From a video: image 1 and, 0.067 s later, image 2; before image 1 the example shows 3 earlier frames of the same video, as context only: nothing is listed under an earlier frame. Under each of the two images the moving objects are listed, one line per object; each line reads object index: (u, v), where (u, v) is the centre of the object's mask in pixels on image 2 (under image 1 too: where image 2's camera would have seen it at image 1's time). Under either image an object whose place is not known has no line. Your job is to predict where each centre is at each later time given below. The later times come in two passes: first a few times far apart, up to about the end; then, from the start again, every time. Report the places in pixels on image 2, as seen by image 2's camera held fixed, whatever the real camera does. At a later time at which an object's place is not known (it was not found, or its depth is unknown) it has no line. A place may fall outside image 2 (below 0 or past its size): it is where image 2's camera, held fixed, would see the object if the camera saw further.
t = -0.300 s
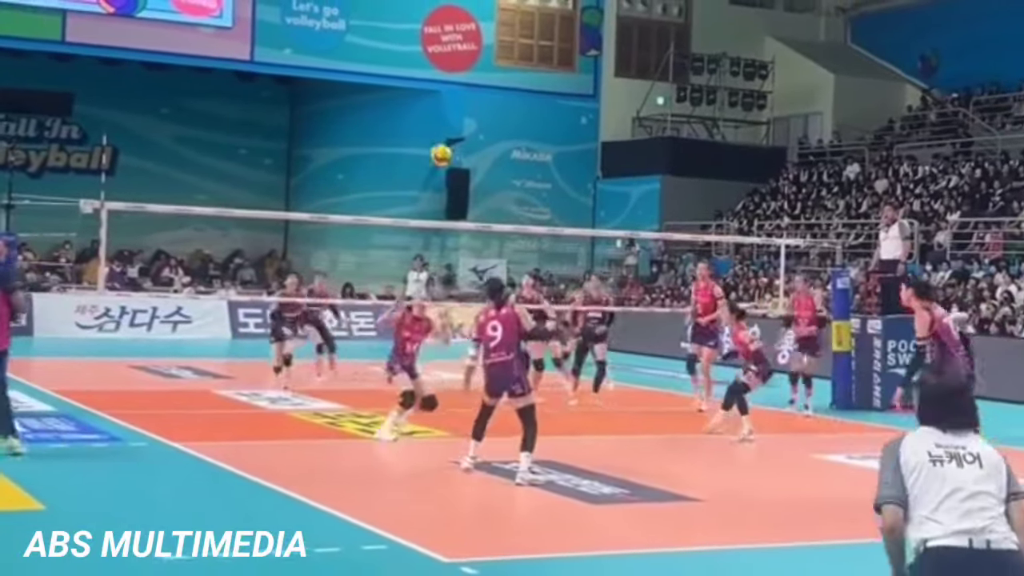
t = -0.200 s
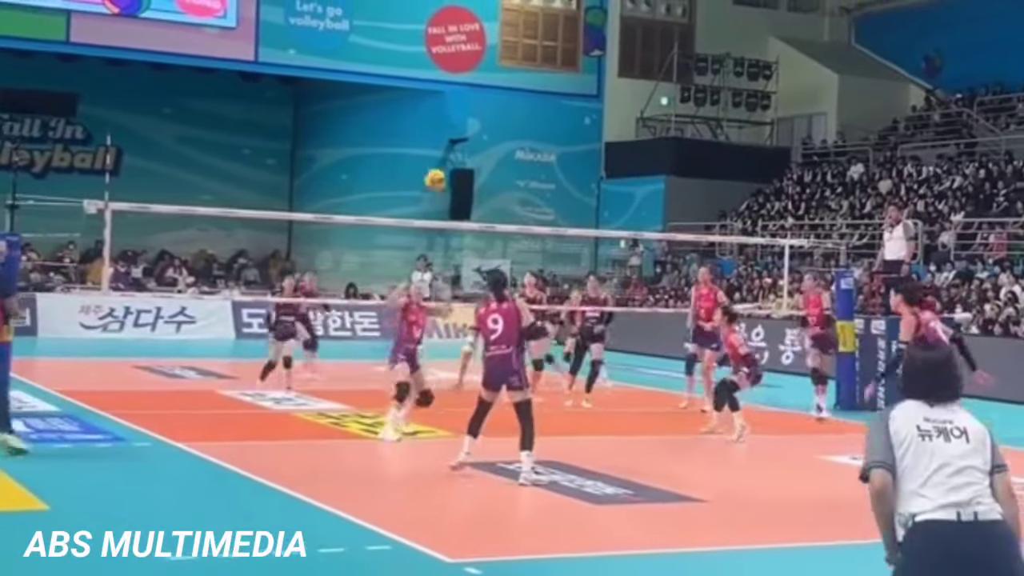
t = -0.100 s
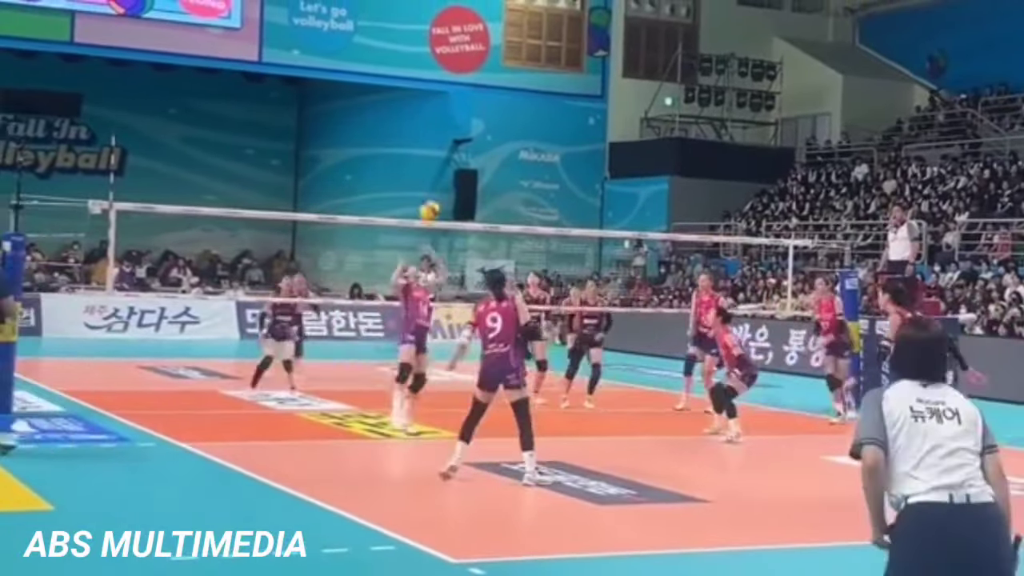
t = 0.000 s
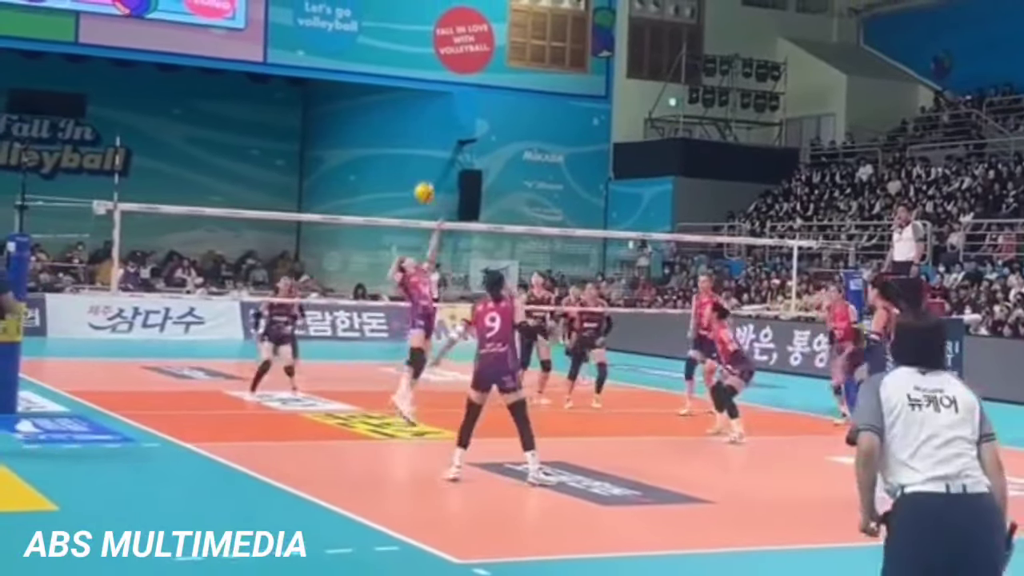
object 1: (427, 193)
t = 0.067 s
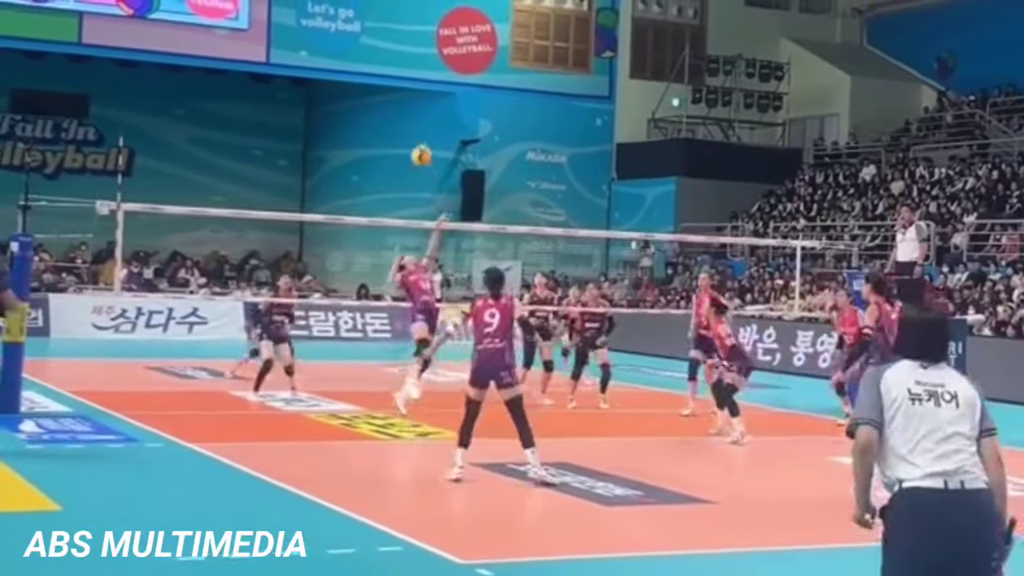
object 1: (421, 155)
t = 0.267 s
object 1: (405, 69)
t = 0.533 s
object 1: (379, 13)
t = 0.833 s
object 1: (347, 28)
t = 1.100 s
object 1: (315, 113)
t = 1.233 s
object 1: (299, 180)
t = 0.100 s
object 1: (419, 139)
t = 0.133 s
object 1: (417, 122)
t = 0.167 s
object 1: (414, 108)
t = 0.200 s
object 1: (411, 94)
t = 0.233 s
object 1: (408, 82)
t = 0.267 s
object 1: (405, 69)
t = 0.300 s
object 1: (401, 58)
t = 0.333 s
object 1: (399, 49)
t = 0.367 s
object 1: (396, 40)
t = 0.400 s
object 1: (392, 33)
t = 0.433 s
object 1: (389, 27)
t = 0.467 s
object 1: (385, 21)
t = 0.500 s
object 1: (383, 17)
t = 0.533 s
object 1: (379, 13)
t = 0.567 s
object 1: (375, 11)
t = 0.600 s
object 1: (372, 10)
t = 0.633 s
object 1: (368, 10)
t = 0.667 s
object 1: (365, 10)
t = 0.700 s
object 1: (361, 11)
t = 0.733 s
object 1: (357, 14)
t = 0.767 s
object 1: (353, 18)
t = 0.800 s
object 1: (350, 22)
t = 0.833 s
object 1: (347, 28)
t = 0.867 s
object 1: (342, 36)
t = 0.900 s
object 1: (338, 44)
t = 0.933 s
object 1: (334, 53)
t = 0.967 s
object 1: (331, 63)
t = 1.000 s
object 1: (327, 75)
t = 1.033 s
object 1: (323, 87)
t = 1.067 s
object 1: (318, 99)
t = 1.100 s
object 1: (315, 113)
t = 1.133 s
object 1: (310, 128)
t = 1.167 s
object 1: (307, 144)
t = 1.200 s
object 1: (303, 162)
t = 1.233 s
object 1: (299, 180)
